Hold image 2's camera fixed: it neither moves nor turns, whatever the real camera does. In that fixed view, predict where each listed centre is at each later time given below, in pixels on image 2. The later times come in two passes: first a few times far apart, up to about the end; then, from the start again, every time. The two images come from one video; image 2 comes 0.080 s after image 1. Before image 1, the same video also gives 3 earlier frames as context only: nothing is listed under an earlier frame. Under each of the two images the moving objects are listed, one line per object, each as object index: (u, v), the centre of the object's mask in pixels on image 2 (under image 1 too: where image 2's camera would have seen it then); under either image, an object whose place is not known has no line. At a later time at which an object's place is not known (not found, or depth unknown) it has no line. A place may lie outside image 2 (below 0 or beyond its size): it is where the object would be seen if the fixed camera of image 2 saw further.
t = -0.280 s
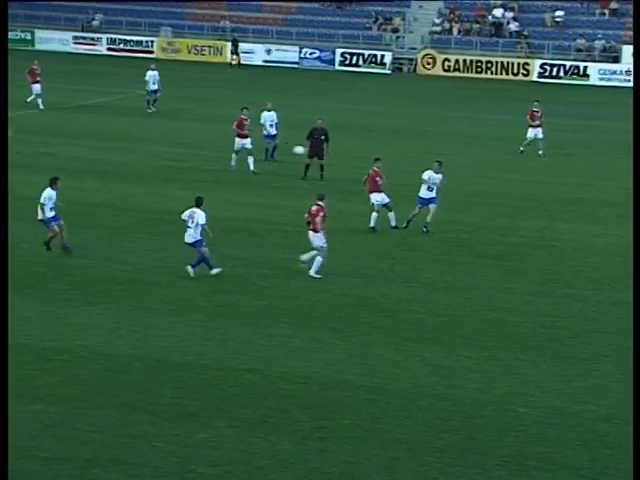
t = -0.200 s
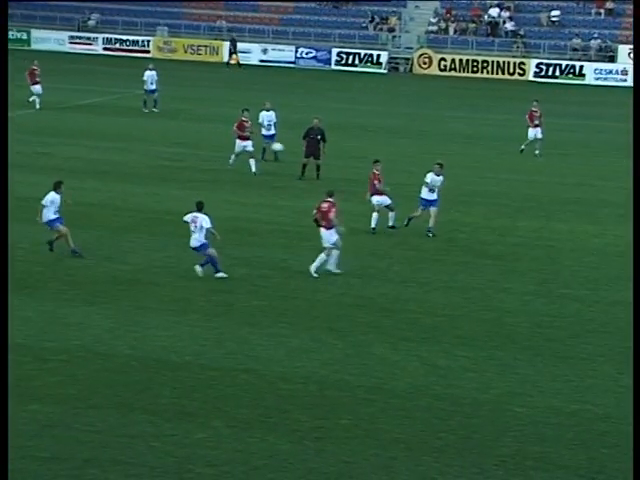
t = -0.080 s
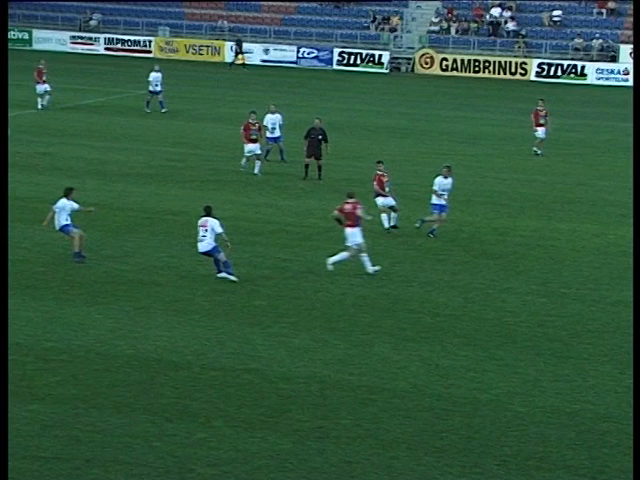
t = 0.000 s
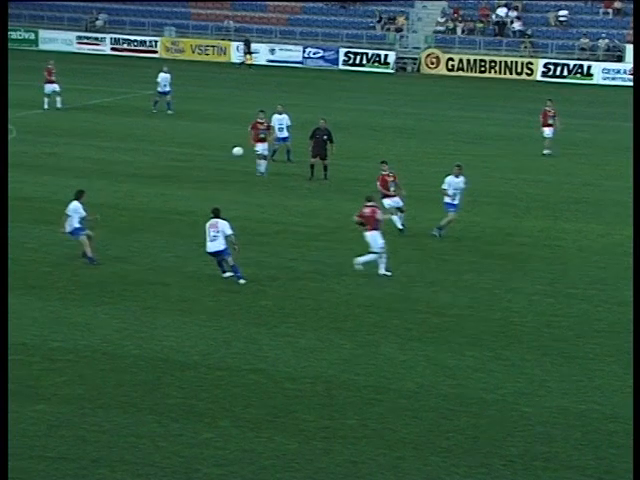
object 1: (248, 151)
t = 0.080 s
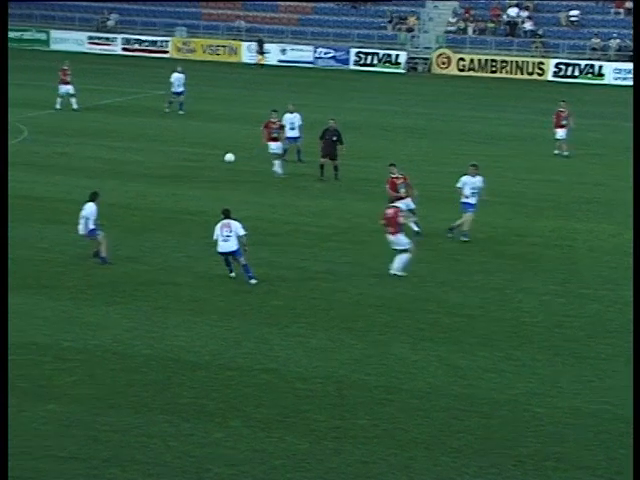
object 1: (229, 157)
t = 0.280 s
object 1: (181, 185)
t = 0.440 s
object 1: (142, 220)
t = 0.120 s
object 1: (219, 162)
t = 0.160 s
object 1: (210, 167)
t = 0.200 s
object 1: (201, 172)
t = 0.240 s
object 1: (191, 178)
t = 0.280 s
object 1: (181, 185)
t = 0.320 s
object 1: (171, 193)
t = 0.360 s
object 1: (162, 201)
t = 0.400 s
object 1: (152, 210)
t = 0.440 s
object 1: (142, 220)
